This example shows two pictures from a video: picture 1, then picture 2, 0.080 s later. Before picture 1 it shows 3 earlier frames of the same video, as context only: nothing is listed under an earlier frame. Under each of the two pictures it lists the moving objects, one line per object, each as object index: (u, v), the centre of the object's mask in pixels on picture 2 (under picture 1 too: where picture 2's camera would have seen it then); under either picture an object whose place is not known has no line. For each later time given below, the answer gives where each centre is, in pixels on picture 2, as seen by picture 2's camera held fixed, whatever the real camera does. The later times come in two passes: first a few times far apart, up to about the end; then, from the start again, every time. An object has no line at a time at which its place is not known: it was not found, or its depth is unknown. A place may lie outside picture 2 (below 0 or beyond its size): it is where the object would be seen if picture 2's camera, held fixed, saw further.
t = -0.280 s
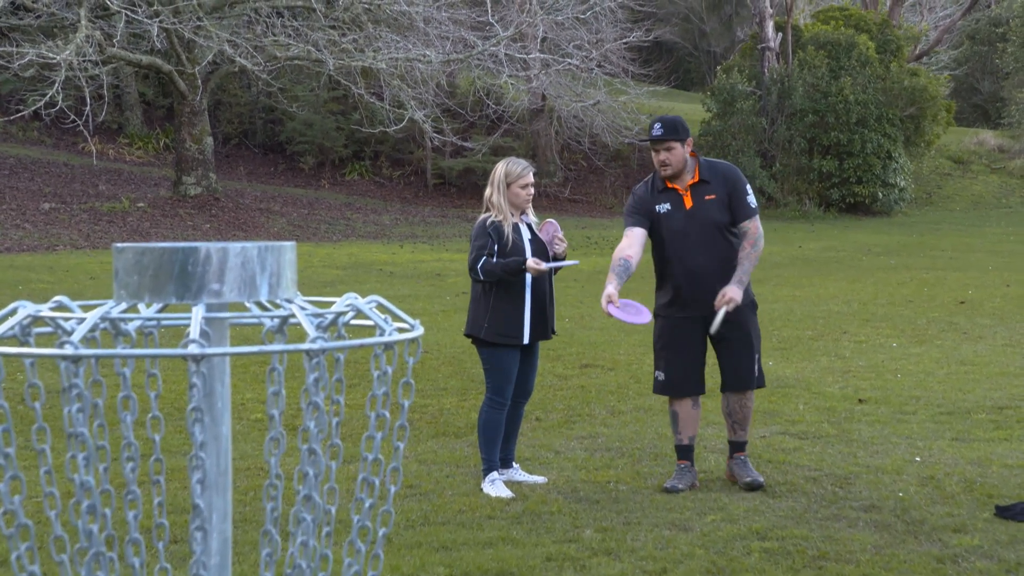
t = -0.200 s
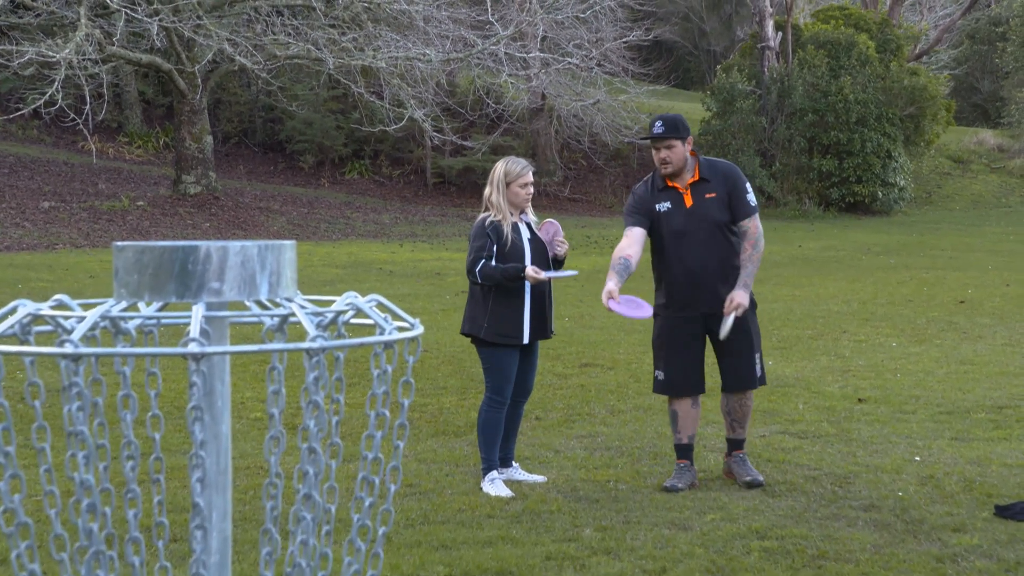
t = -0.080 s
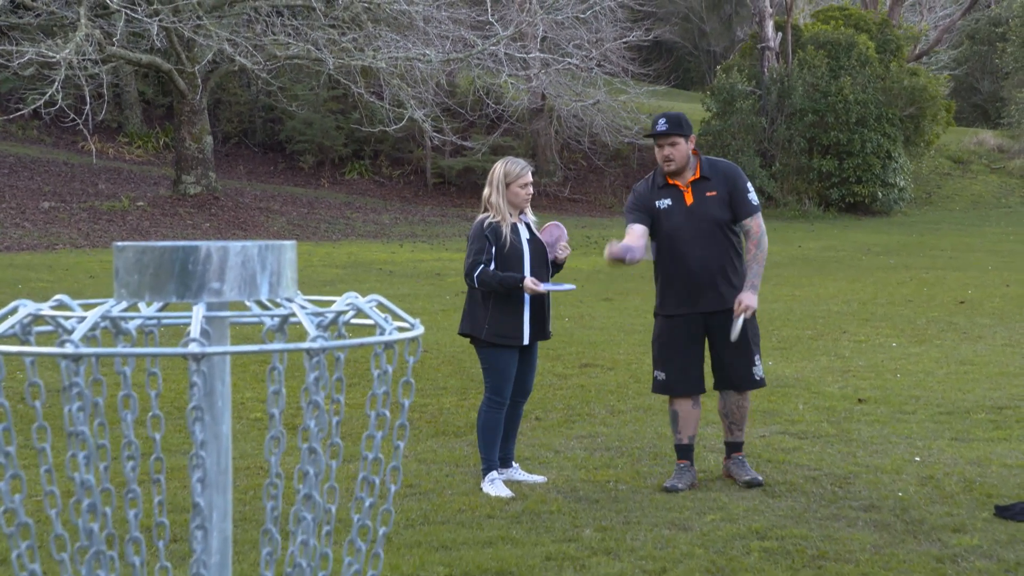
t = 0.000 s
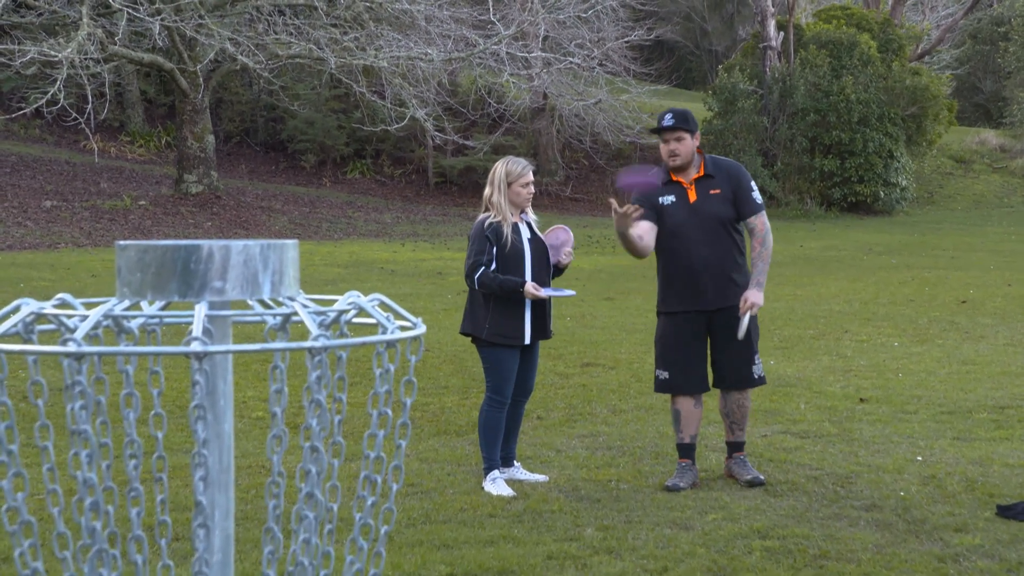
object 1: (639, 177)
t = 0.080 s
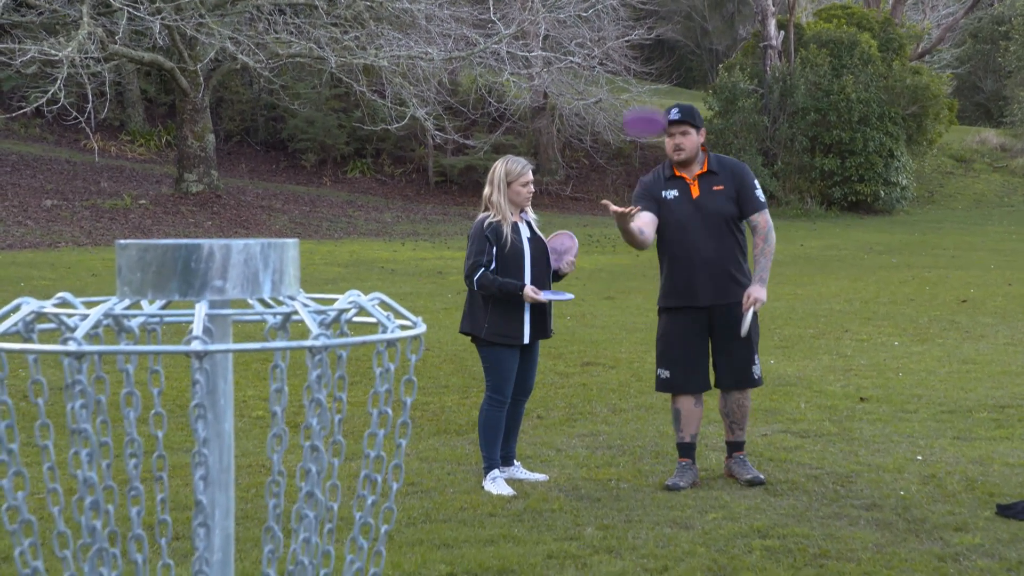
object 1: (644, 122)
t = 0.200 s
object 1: (653, 61)
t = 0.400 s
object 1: (668, 30)
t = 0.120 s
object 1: (647, 98)
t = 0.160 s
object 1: (650, 77)
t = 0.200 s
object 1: (653, 61)
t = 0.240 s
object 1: (655, 48)
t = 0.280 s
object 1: (659, 38)
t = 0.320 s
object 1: (662, 32)
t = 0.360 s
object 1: (665, 29)
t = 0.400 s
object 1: (668, 30)
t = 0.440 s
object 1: (671, 34)
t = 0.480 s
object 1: (673, 42)
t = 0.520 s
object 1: (676, 54)
